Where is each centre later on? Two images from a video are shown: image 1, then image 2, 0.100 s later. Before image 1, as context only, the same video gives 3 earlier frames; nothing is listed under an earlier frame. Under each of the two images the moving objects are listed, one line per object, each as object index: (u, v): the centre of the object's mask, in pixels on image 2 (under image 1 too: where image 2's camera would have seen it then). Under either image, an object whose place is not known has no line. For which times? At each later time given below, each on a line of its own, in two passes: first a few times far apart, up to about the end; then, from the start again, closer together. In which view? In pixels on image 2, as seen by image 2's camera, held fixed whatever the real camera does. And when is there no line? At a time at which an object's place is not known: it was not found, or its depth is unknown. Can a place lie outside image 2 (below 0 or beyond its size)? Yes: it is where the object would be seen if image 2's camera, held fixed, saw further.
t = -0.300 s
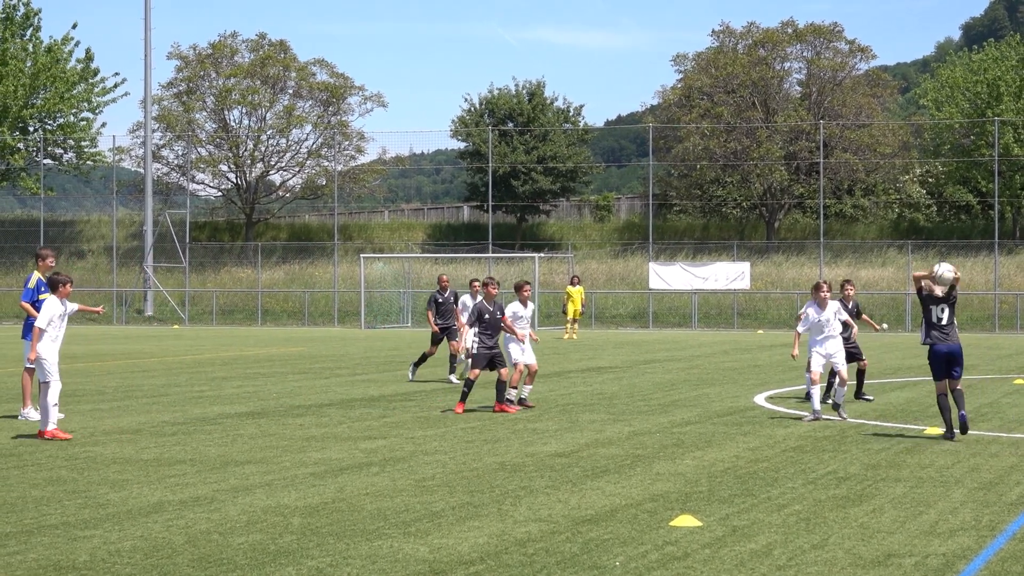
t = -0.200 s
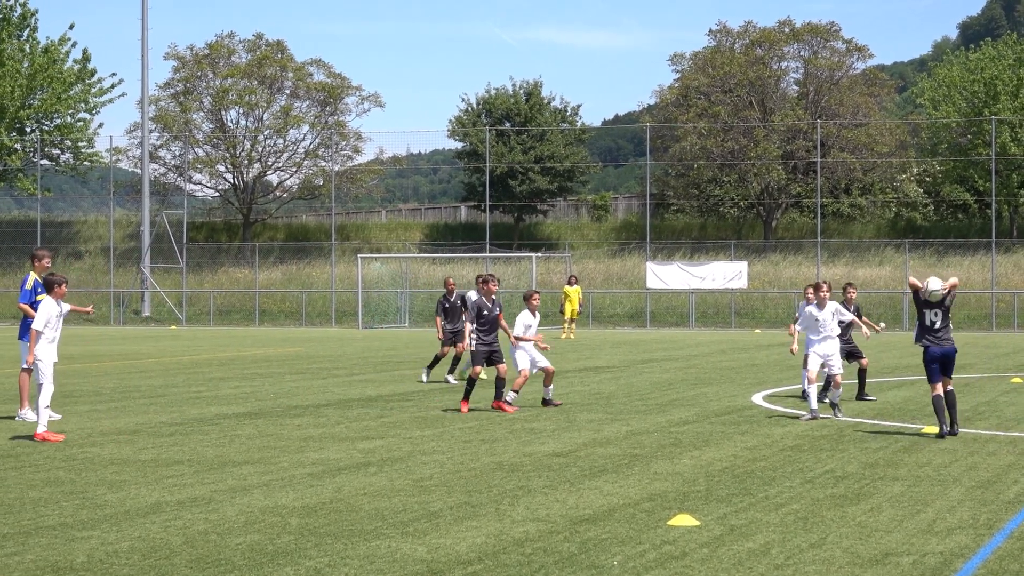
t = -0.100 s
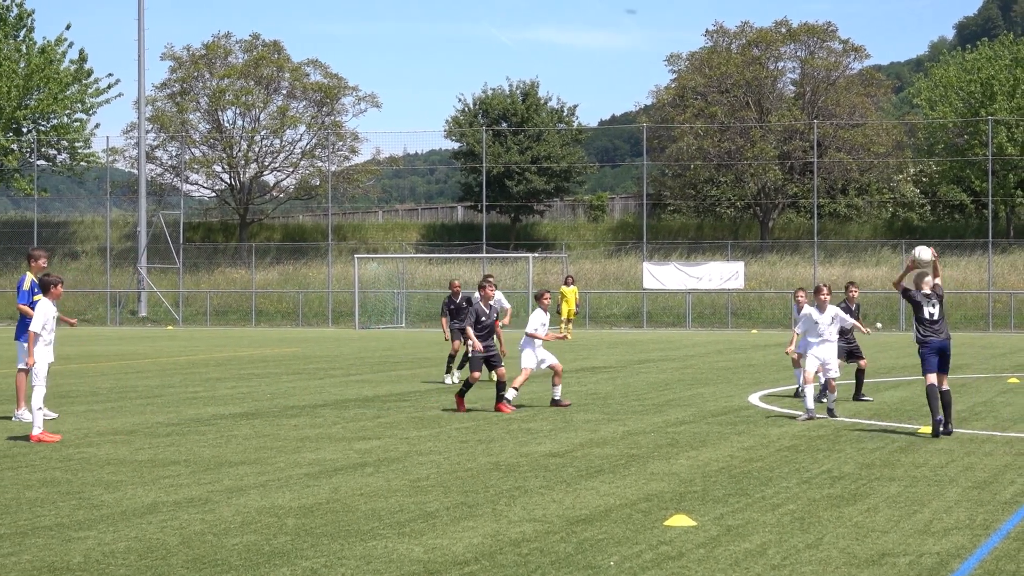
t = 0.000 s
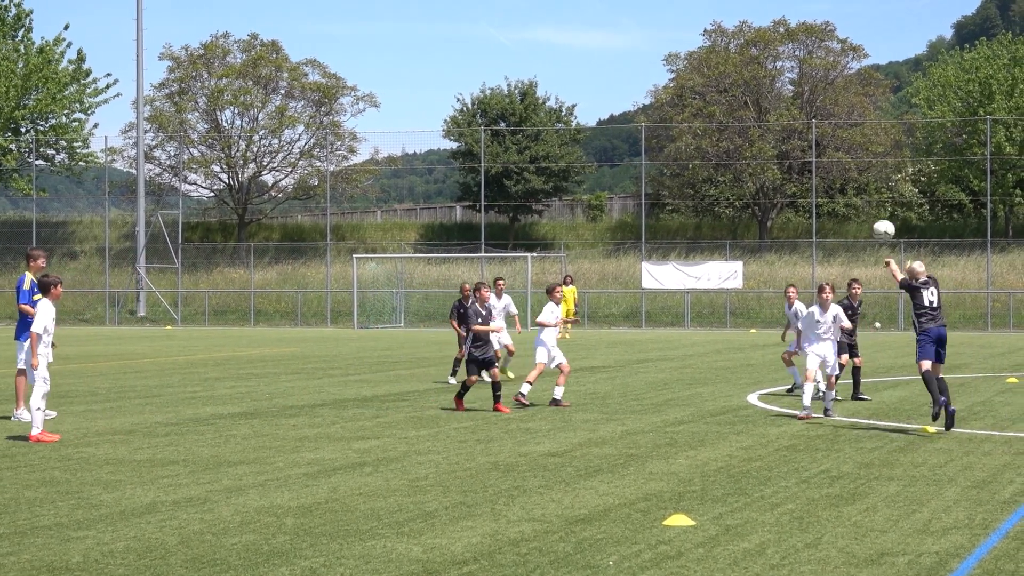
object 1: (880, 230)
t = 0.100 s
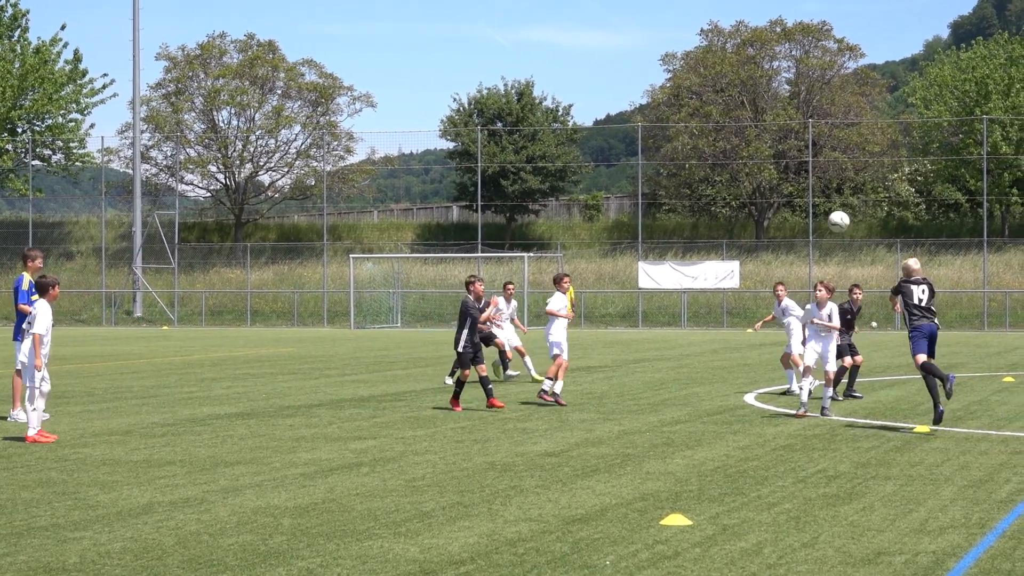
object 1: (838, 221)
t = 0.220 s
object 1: (793, 225)
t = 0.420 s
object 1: (726, 256)
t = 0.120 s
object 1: (831, 221)
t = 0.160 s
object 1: (815, 221)
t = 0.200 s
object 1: (801, 223)
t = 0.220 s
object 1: (793, 225)
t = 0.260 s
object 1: (779, 229)
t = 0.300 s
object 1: (765, 234)
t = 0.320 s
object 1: (758, 237)
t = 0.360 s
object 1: (745, 242)
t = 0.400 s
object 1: (733, 250)
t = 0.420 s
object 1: (726, 256)
